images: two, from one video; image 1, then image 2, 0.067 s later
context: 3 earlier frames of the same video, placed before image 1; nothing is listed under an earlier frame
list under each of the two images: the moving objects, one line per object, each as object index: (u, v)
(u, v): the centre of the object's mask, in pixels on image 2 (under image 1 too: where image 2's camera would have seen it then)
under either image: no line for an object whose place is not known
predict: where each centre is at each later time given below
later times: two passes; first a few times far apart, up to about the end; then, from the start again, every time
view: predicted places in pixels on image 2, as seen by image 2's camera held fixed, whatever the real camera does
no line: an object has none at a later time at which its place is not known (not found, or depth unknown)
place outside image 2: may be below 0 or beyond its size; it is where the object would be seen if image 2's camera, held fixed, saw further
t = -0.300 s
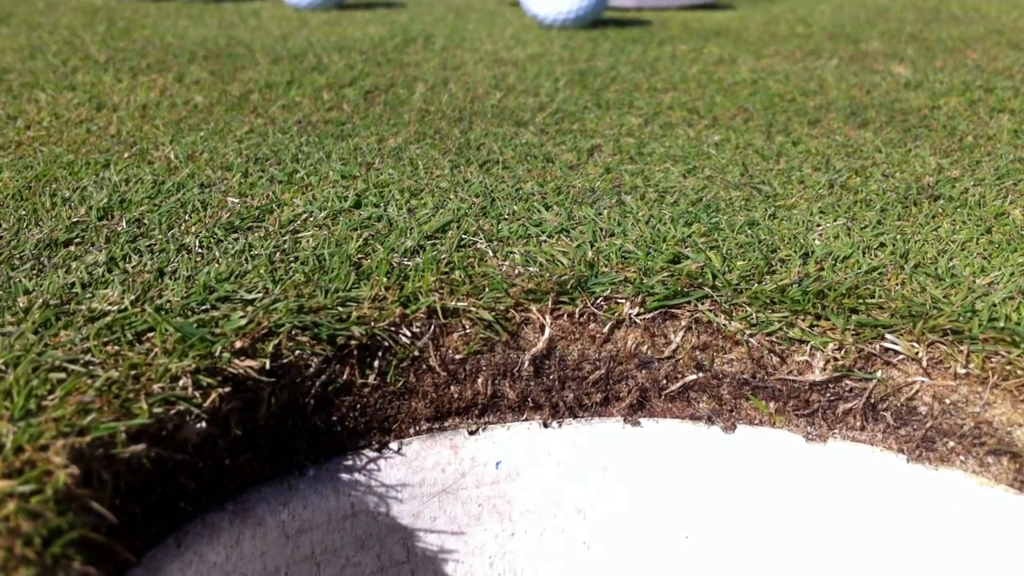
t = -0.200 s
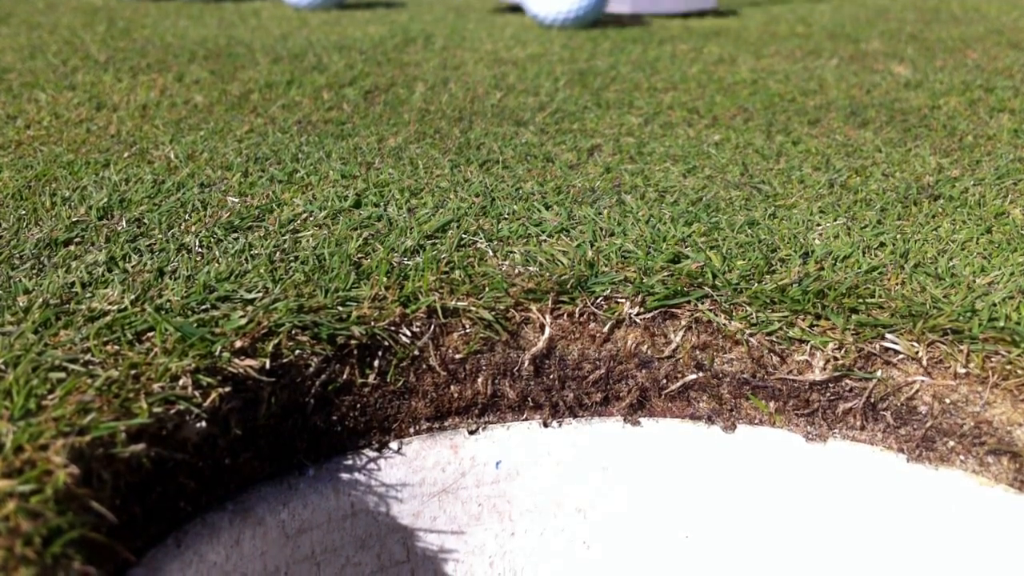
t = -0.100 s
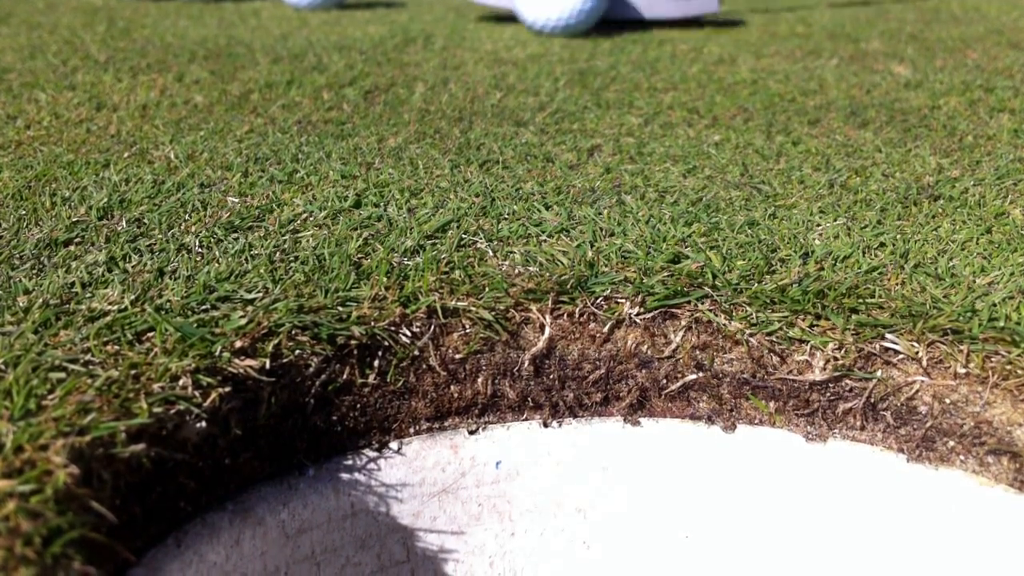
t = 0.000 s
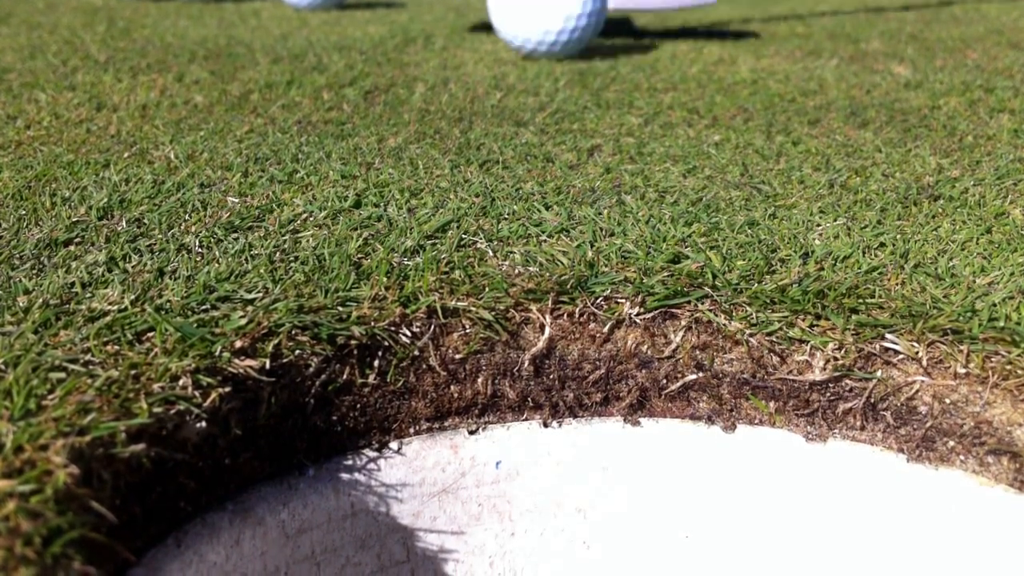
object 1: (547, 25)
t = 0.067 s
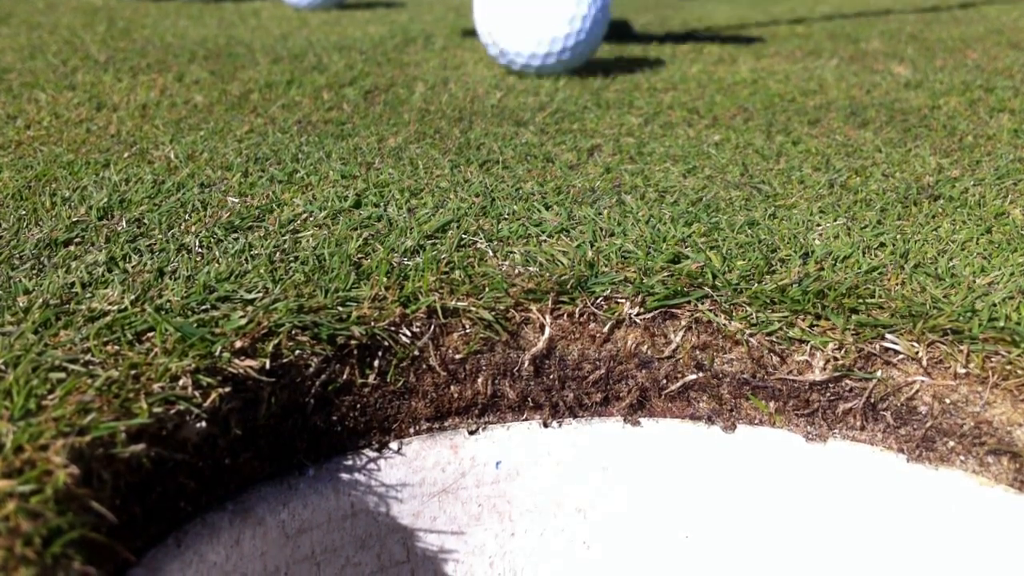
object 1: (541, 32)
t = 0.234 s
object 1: (525, 65)
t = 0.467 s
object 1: (564, 390)
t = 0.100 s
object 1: (537, 38)
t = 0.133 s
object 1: (534, 43)
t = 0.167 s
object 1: (531, 50)
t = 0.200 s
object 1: (528, 57)
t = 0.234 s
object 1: (525, 65)
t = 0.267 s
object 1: (525, 73)
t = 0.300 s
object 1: (526, 84)
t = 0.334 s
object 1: (529, 96)
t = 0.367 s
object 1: (533, 112)
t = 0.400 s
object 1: (541, 140)
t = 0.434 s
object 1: (550, 206)
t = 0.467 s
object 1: (564, 390)
